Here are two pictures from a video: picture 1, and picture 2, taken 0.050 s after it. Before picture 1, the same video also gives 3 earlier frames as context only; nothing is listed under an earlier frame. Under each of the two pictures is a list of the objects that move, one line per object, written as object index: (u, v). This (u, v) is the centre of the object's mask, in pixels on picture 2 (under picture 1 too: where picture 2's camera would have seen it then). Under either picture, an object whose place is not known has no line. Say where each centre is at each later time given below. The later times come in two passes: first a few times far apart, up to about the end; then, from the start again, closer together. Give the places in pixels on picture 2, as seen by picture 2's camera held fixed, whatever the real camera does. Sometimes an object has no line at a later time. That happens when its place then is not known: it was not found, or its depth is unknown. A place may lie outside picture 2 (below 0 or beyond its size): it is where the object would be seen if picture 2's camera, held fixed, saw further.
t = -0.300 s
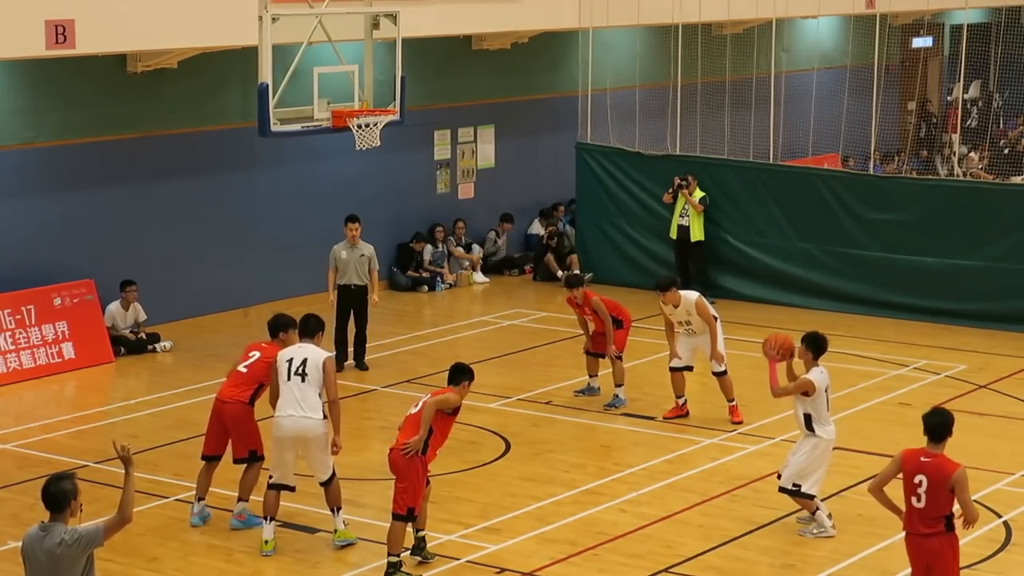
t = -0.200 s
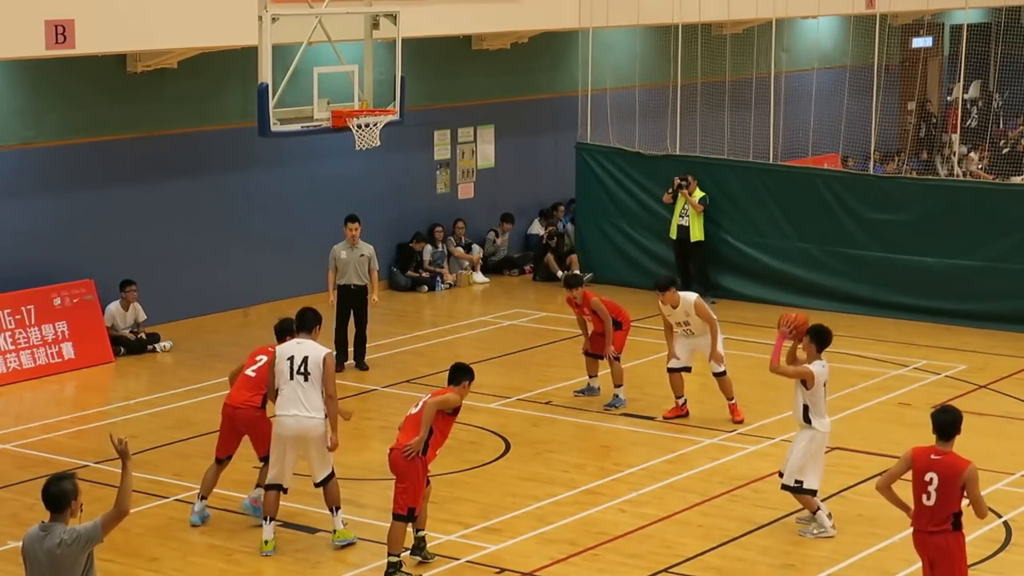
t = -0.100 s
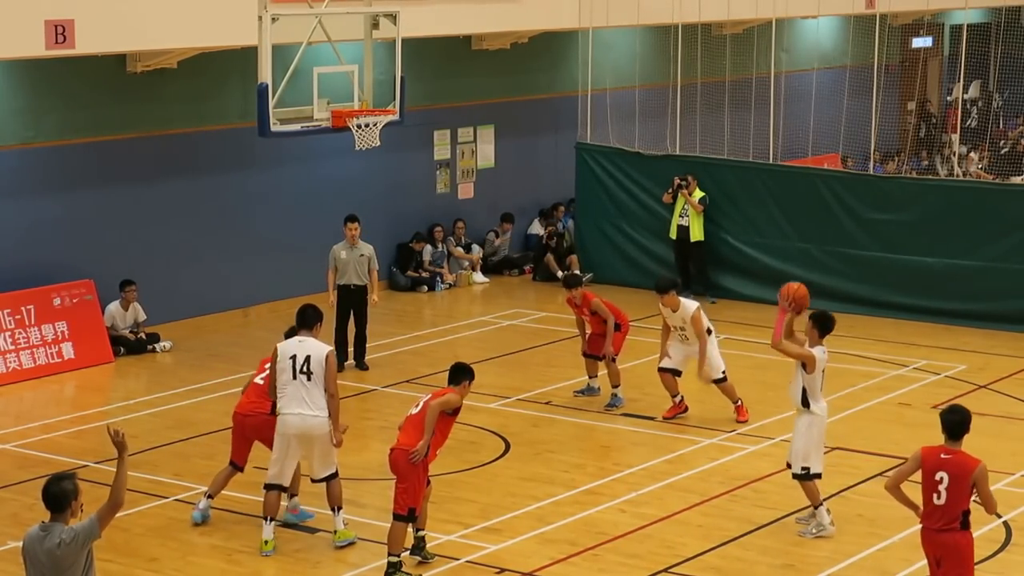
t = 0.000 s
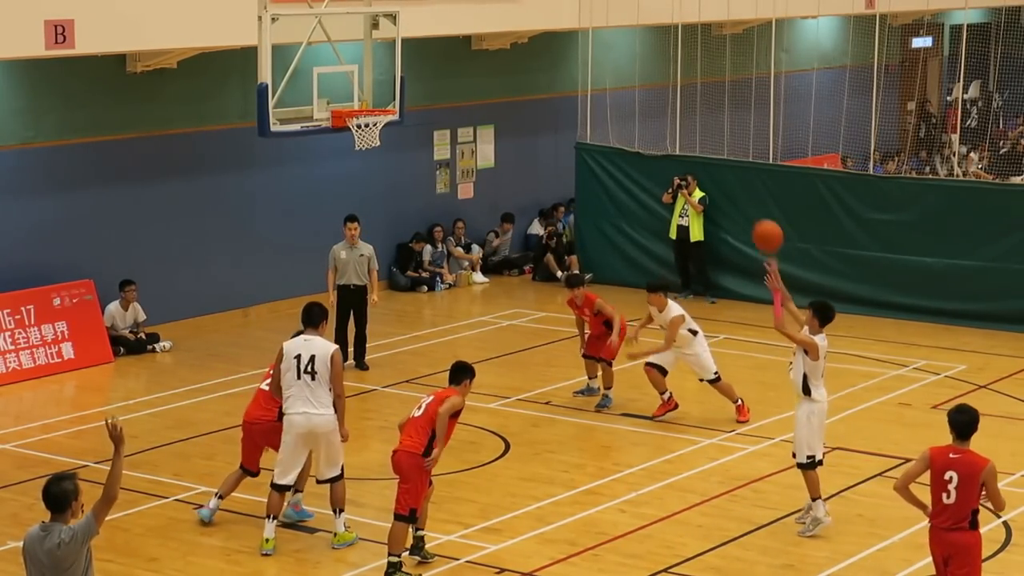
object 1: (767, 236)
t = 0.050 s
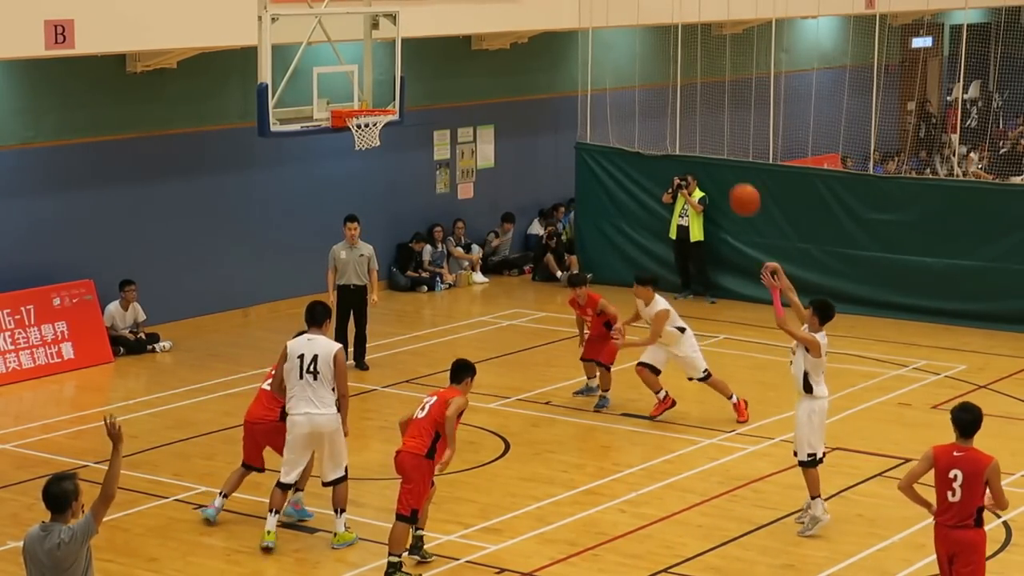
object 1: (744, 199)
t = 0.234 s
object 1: (664, 95)
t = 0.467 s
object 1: (567, 25)
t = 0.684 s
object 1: (481, 17)
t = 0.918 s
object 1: (397, 67)
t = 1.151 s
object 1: (383, 124)
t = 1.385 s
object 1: (371, 137)
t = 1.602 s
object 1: (355, 196)
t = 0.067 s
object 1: (737, 188)
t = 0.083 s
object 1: (729, 177)
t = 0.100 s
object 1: (722, 167)
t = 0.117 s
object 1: (715, 157)
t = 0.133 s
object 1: (708, 146)
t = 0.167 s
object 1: (693, 127)
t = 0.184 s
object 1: (686, 118)
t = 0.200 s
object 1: (679, 110)
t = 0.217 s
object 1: (672, 102)
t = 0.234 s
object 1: (664, 95)
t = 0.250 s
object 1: (657, 87)
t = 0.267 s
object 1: (650, 81)
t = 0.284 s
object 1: (643, 74)
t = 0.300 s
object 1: (636, 68)
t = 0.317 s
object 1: (629, 62)
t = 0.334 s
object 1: (622, 57)
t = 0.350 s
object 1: (615, 52)
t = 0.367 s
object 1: (608, 47)
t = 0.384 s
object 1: (601, 43)
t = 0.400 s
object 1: (594, 38)
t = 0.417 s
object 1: (587, 34)
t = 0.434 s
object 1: (580, 31)
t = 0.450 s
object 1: (573, 28)
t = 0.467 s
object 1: (567, 25)
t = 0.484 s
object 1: (560, 22)
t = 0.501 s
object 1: (553, 20)
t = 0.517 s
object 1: (546, 18)
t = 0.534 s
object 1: (540, 17)
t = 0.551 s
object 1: (533, 16)
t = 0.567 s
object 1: (526, 15)
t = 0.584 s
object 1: (520, 14)
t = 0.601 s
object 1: (513, 14)
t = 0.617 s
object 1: (507, 14)
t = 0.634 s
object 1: (500, 14)
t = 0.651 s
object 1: (494, 15)
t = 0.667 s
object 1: (487, 16)
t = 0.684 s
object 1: (481, 17)
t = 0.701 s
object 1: (475, 19)
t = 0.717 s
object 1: (468, 21)
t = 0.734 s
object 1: (462, 23)
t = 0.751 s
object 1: (456, 26)
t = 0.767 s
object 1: (450, 29)
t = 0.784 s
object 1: (444, 32)
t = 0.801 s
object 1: (438, 35)
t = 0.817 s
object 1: (432, 39)
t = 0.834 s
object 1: (426, 43)
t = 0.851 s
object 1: (420, 48)
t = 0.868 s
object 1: (414, 52)
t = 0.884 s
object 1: (408, 56)
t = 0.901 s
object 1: (403, 62)
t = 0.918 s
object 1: (397, 67)
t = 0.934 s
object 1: (390, 73)
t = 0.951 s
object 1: (384, 79)
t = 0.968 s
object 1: (378, 85)
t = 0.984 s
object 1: (373, 92)
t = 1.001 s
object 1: (367, 98)
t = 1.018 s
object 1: (361, 103)
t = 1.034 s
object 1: (359, 105)
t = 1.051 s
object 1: (363, 116)
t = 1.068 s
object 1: (373, 124)
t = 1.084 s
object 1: (378, 127)
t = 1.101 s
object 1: (382, 127)
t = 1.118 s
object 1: (383, 126)
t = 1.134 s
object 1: (383, 125)
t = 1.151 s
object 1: (383, 124)
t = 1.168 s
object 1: (383, 123)
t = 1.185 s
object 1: (381, 121)
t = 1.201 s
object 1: (381, 121)
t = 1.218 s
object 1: (381, 122)
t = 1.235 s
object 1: (382, 122)
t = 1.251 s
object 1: (382, 123)
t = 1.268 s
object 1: (377, 123)
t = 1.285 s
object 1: (379, 125)
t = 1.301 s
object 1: (378, 126)
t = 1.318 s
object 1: (377, 127)
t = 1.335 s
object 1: (374, 130)
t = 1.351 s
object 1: (374, 131)
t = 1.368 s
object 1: (375, 132)
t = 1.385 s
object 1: (371, 137)
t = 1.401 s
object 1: (372, 137)
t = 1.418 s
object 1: (368, 153)
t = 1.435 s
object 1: (367, 154)
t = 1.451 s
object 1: (366, 156)
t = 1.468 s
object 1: (366, 158)
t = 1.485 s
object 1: (365, 161)
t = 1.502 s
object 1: (364, 164)
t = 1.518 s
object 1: (362, 169)
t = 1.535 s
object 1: (361, 173)
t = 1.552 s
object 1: (359, 178)
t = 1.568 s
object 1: (358, 184)
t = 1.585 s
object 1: (357, 190)
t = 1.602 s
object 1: (355, 196)
